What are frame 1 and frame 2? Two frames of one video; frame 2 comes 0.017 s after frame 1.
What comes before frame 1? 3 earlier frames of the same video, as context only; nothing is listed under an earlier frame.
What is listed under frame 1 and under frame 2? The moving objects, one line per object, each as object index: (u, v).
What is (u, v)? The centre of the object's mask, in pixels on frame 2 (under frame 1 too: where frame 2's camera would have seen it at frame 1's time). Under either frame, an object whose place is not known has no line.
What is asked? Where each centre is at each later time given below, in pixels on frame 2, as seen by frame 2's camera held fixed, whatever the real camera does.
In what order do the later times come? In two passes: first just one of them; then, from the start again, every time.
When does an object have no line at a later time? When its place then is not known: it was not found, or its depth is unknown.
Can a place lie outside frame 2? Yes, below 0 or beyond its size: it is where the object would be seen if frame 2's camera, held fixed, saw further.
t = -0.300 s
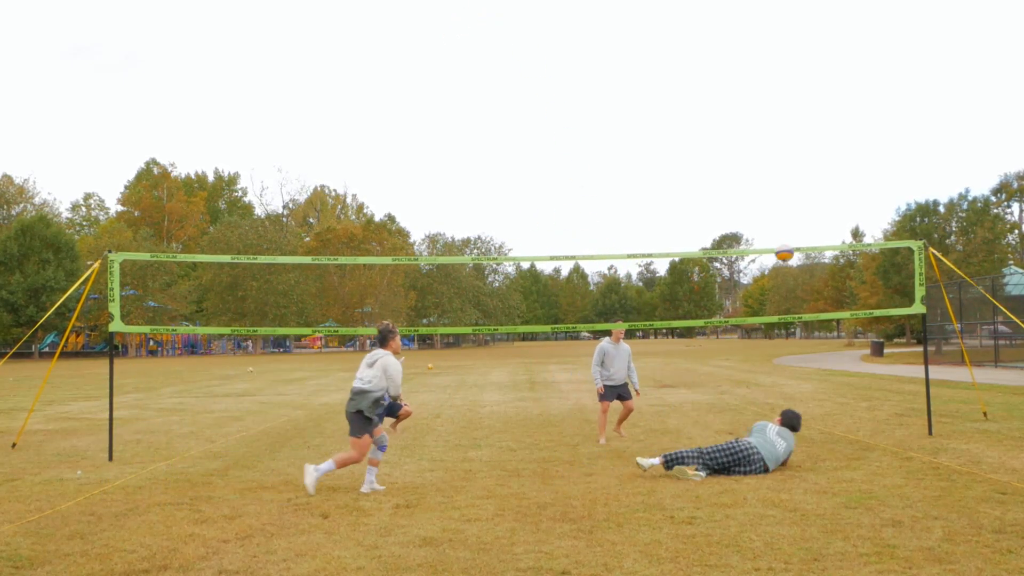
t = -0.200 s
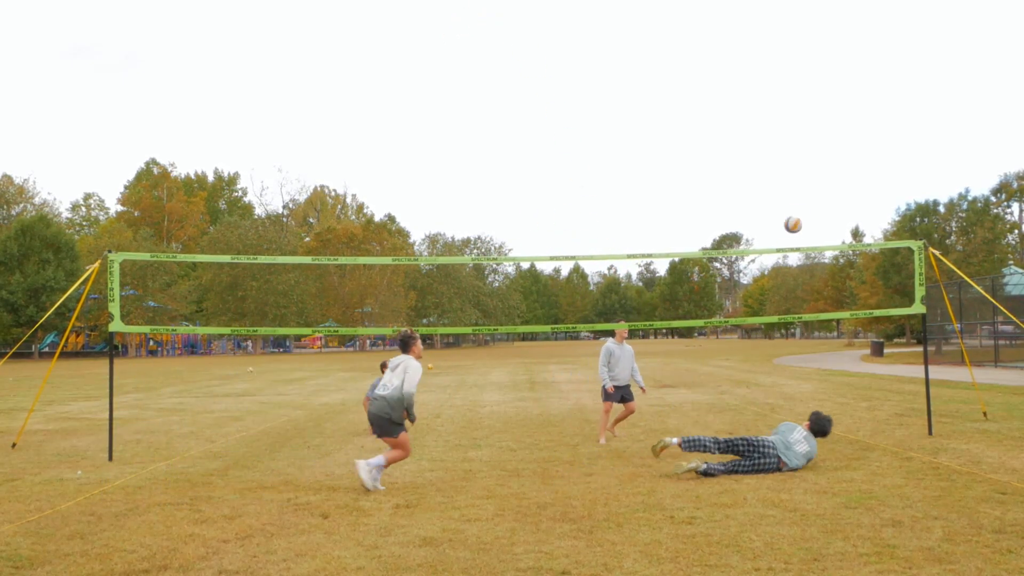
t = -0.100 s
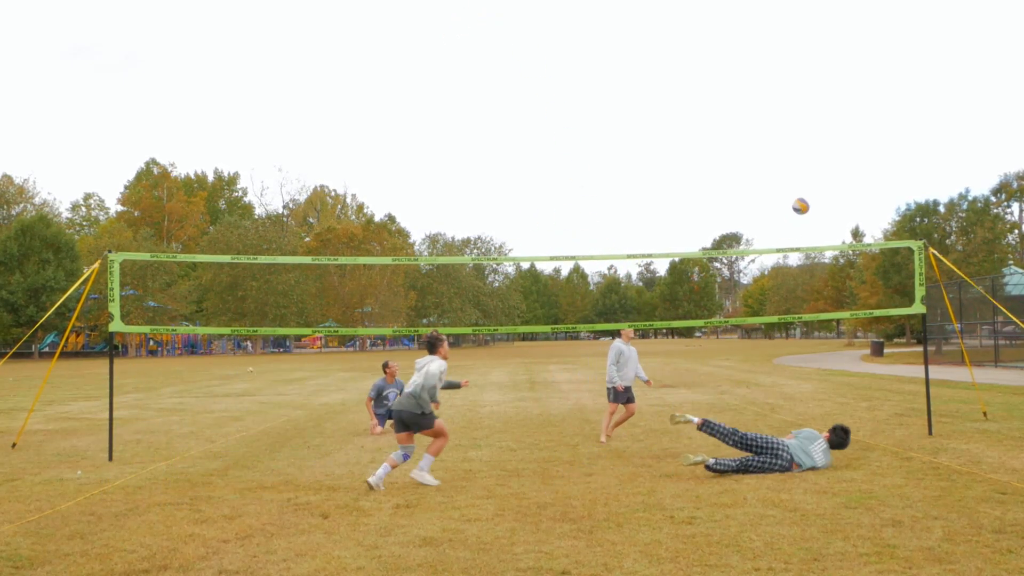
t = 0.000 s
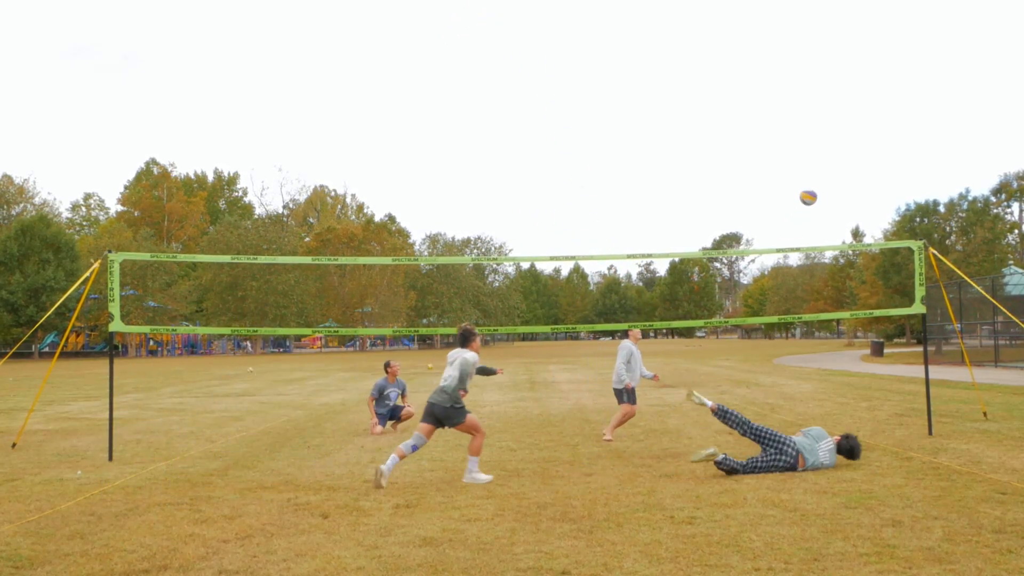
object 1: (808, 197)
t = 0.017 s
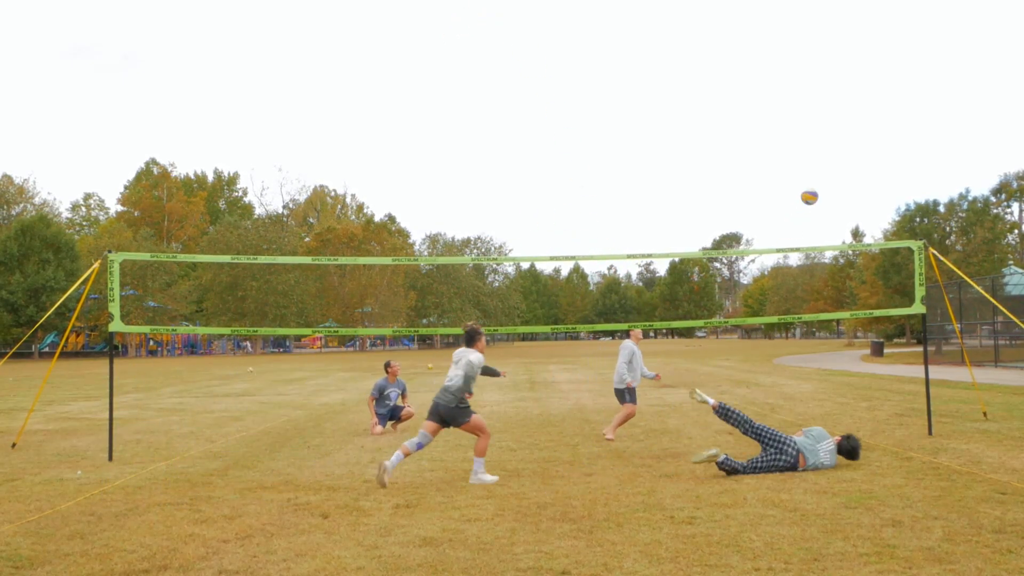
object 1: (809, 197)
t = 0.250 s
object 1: (825, 210)
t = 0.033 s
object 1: (811, 196)
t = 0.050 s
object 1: (812, 196)
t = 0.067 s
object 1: (813, 196)
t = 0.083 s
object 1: (814, 196)
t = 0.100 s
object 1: (816, 197)
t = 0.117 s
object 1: (817, 197)
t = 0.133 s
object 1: (818, 198)
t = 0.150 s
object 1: (819, 199)
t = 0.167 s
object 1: (820, 200)
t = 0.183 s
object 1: (821, 202)
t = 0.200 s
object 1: (822, 204)
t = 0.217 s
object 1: (823, 206)
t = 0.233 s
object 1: (824, 207)
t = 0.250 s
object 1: (825, 210)
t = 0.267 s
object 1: (826, 212)
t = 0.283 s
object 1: (827, 215)
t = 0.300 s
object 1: (829, 217)
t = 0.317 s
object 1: (829, 220)
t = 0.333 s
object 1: (831, 224)
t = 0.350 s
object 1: (832, 227)
